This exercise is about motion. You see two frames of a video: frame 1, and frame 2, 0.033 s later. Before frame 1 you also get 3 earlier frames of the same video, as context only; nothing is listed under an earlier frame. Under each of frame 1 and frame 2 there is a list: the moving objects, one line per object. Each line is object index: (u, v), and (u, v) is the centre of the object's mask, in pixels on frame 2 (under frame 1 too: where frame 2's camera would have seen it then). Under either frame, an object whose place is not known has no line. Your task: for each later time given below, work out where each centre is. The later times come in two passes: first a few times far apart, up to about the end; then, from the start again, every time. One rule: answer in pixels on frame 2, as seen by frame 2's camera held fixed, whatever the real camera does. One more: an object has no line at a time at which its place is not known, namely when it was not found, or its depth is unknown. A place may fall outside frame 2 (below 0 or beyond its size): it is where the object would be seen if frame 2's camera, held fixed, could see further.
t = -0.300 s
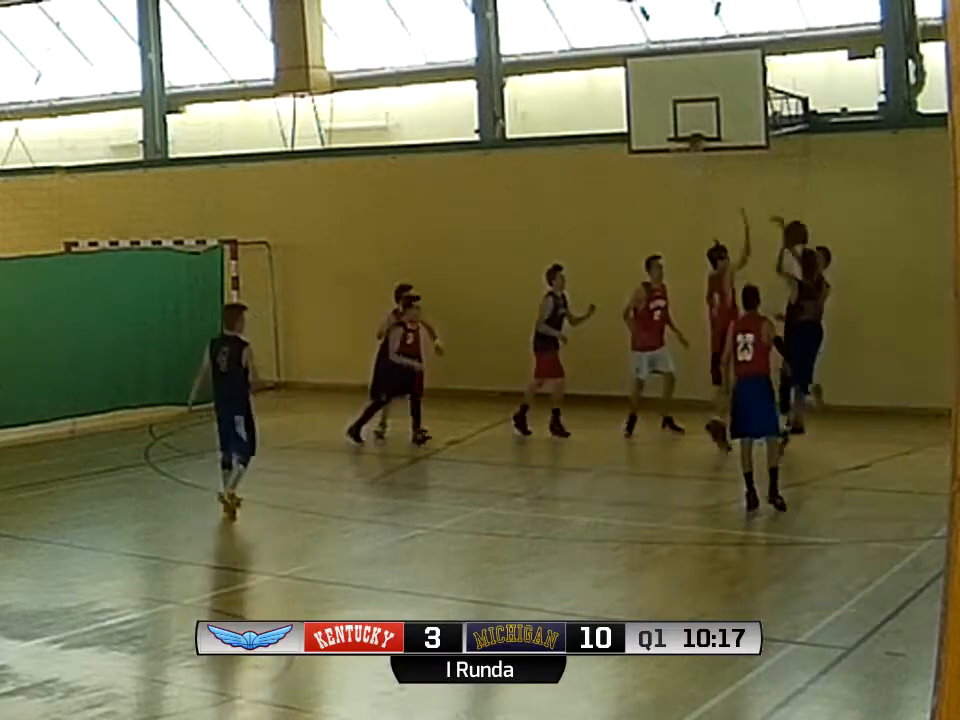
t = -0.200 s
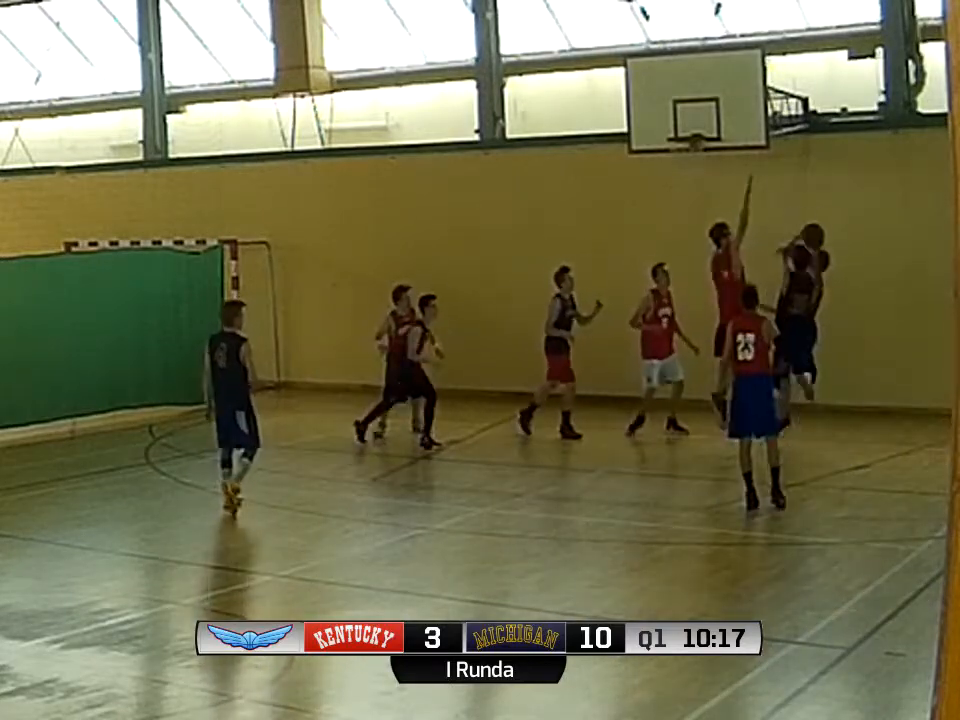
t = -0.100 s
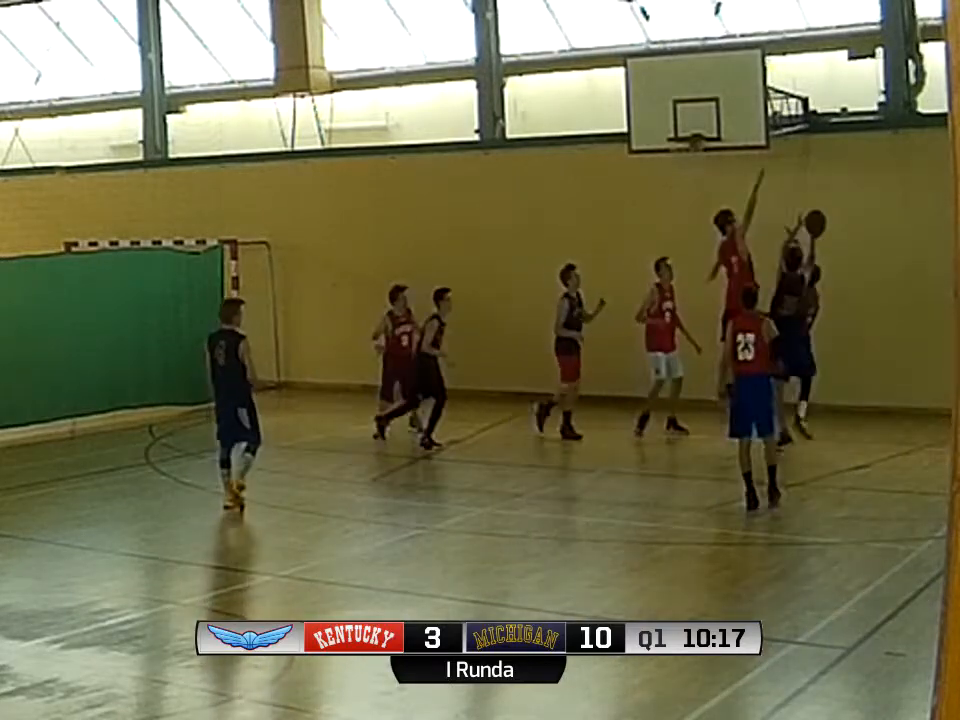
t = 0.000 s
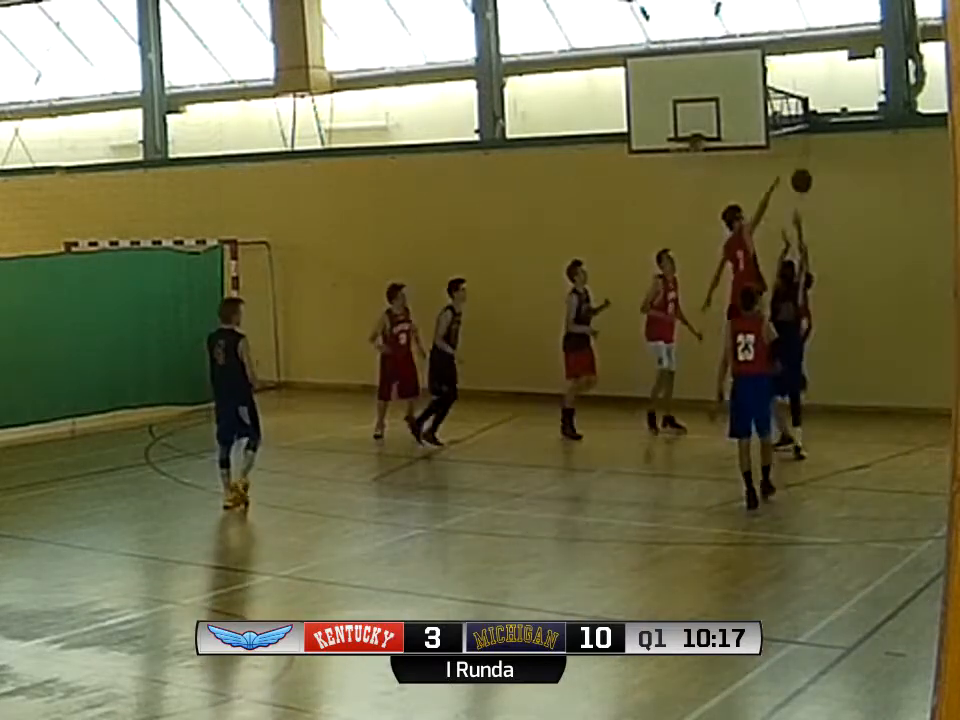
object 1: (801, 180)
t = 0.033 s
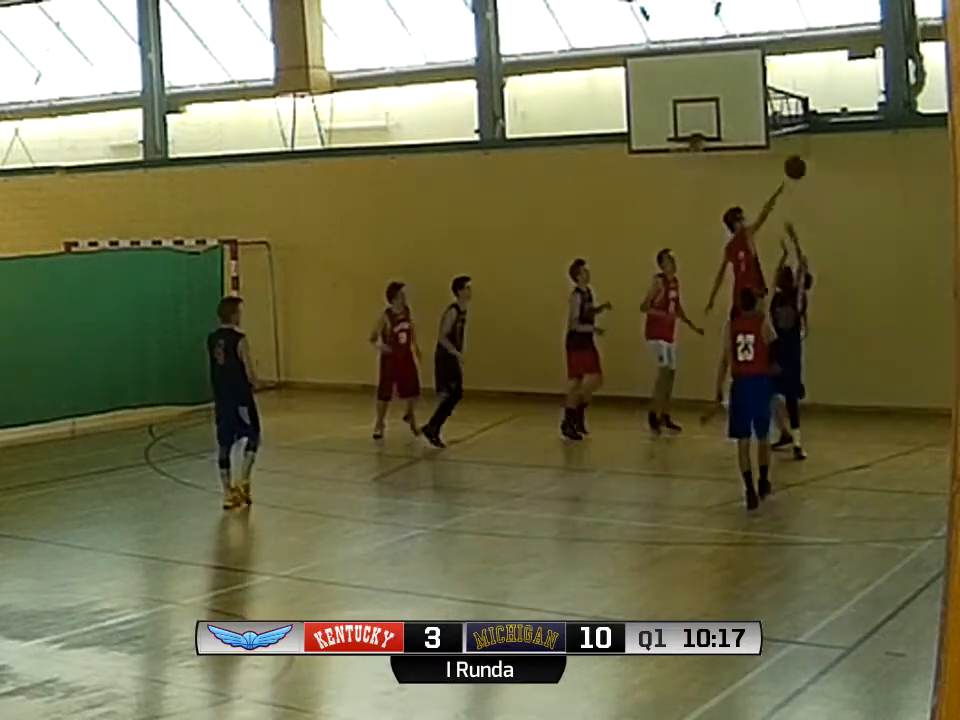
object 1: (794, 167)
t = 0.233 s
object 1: (758, 114)
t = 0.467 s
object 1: (722, 105)
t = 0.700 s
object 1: (687, 142)
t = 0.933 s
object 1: (676, 187)
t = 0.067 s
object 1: (788, 156)
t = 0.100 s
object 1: (782, 146)
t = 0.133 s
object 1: (775, 134)
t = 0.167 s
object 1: (770, 129)
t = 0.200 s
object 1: (764, 120)
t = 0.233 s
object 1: (758, 114)
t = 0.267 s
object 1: (753, 109)
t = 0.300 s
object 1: (747, 106)
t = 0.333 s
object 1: (742, 103)
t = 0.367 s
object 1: (737, 102)
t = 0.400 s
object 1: (732, 102)
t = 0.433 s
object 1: (727, 103)
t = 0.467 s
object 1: (722, 105)
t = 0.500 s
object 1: (717, 107)
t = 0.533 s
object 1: (713, 110)
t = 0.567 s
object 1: (706, 116)
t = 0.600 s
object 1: (702, 121)
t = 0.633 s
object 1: (697, 127)
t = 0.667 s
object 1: (693, 134)
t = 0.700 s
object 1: (687, 142)
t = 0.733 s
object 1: (682, 153)
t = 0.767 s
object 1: (678, 160)
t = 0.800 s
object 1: (676, 167)
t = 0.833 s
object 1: (676, 170)
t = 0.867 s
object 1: (676, 175)
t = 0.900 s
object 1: (676, 180)
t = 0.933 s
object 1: (676, 187)
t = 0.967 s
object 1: (677, 195)
